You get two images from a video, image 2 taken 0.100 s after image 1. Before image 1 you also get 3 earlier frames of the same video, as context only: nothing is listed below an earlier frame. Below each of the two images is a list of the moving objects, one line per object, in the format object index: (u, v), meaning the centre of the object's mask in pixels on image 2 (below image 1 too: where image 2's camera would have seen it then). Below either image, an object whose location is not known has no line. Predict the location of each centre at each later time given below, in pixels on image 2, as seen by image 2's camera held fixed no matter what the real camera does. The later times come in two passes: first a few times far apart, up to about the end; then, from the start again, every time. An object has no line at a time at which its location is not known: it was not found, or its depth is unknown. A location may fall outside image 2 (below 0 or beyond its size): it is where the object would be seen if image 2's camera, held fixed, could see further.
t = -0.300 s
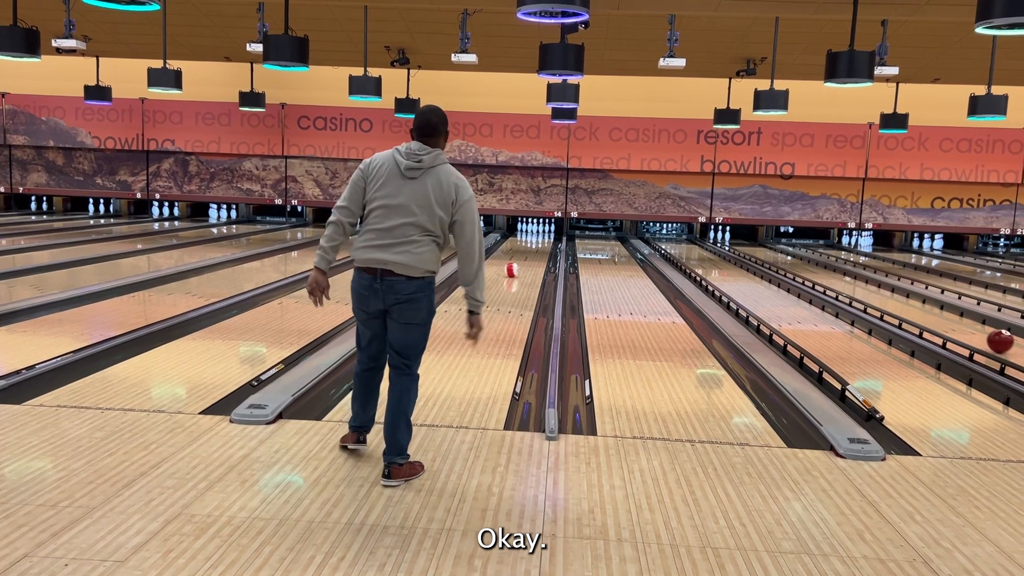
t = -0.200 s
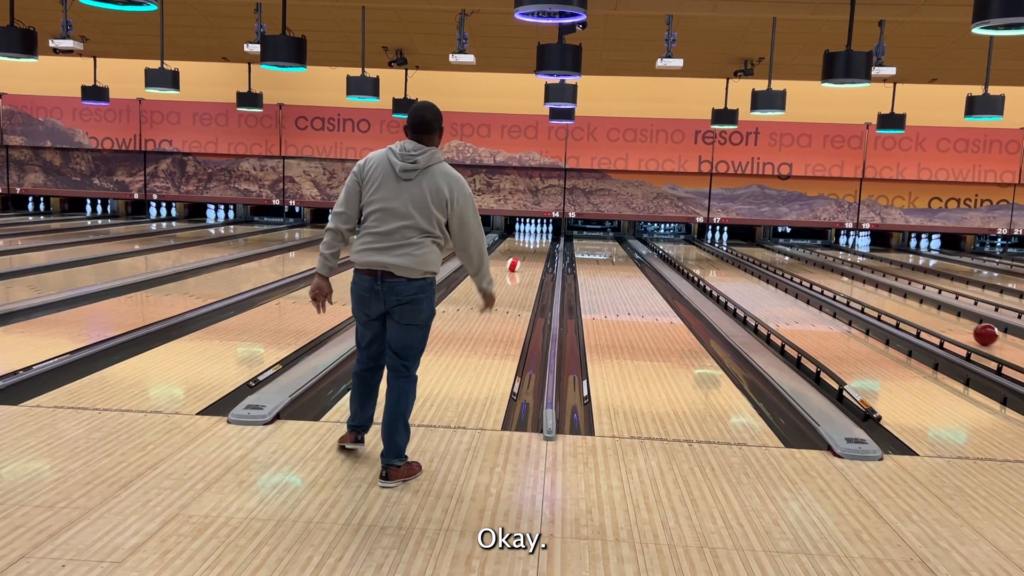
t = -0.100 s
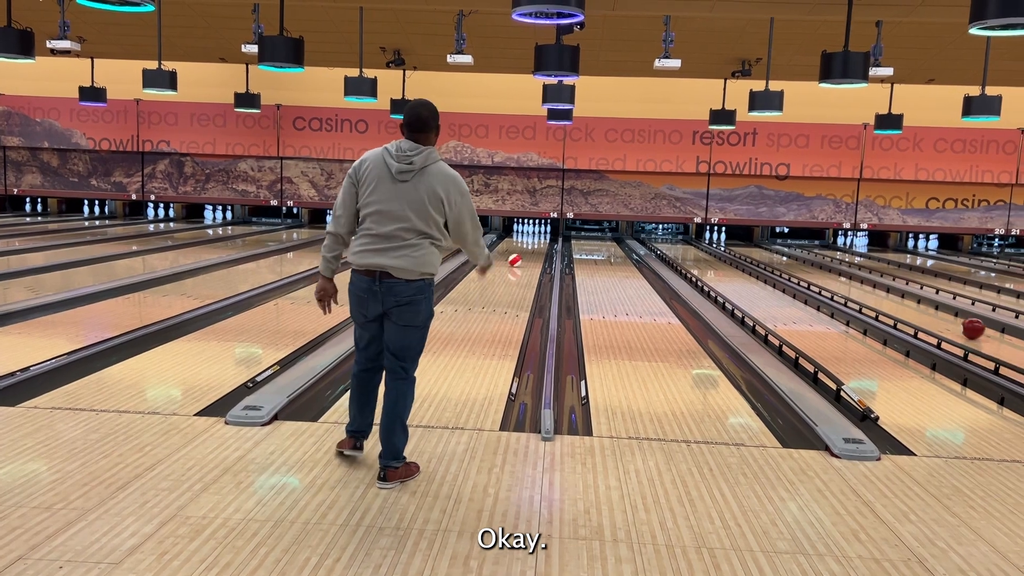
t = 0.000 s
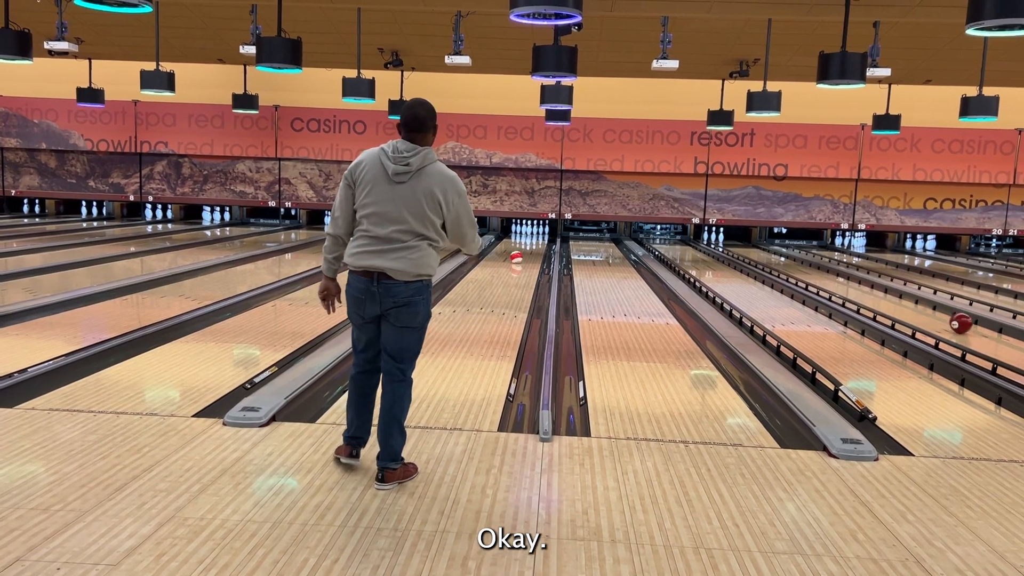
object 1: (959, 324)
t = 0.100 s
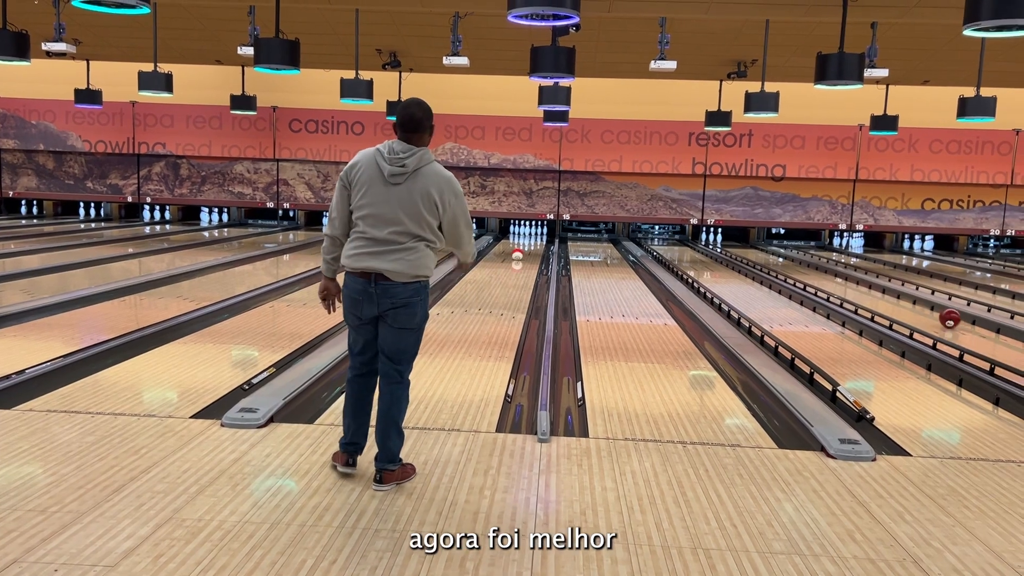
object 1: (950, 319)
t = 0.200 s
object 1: (941, 313)
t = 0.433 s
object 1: (924, 304)
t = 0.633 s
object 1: (908, 297)
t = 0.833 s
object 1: (882, 290)
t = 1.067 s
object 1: (856, 284)
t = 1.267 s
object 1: (838, 279)
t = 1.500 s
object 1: (819, 274)
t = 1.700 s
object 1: (804, 270)
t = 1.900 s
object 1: (790, 267)
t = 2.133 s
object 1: (777, 263)
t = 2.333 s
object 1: (768, 261)
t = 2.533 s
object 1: (761, 258)
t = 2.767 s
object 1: (754, 256)
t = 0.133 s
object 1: (947, 317)
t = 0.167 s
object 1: (944, 315)
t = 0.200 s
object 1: (941, 313)
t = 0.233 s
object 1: (939, 312)
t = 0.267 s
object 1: (936, 310)
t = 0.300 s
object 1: (933, 309)
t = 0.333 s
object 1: (931, 308)
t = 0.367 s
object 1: (929, 306)
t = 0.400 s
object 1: (926, 305)
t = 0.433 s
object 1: (924, 304)
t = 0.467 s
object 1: (922, 303)
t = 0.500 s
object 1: (920, 301)
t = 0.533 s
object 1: (917, 300)
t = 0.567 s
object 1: (915, 299)
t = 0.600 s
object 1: (912, 298)
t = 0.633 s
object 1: (908, 297)
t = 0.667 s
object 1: (903, 296)
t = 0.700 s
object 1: (899, 295)
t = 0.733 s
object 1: (895, 293)
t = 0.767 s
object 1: (890, 292)
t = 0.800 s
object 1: (886, 291)
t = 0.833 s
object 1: (882, 290)
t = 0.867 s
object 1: (878, 289)
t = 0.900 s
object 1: (874, 288)
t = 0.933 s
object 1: (870, 287)
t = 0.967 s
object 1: (867, 287)
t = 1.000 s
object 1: (863, 286)
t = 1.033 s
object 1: (860, 285)
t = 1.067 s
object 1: (856, 284)
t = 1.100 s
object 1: (853, 283)
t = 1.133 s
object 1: (850, 282)
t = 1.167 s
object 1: (846, 281)
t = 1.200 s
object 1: (843, 280)
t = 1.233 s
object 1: (840, 280)
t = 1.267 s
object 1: (838, 279)
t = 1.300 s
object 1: (835, 278)
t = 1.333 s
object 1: (832, 278)
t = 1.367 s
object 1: (829, 277)
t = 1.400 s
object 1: (826, 276)
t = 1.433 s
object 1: (824, 275)
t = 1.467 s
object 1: (821, 274)
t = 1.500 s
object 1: (819, 274)
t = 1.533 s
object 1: (816, 273)
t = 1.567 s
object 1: (813, 272)
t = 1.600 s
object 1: (811, 272)
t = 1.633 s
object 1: (808, 271)
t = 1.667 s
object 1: (806, 270)
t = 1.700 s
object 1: (804, 270)
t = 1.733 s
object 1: (802, 269)
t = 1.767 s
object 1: (799, 269)
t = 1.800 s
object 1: (797, 268)
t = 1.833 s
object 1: (795, 268)
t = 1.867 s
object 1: (793, 267)
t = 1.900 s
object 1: (790, 267)
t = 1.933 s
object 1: (789, 266)
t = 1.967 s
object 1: (787, 266)
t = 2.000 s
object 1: (785, 265)
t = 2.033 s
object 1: (783, 265)
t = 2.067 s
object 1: (781, 264)
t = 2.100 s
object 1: (779, 264)
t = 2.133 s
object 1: (777, 263)
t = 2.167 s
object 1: (776, 263)
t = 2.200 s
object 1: (775, 262)
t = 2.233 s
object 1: (773, 262)
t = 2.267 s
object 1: (771, 262)
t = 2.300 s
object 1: (770, 261)
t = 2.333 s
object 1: (768, 261)
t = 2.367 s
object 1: (767, 260)
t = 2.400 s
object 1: (766, 260)
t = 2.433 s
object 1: (765, 259)
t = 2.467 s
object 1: (763, 259)
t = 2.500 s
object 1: (762, 259)
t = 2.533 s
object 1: (761, 258)
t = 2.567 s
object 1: (760, 258)
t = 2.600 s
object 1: (759, 258)
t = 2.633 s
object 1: (758, 258)
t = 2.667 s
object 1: (757, 257)
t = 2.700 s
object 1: (756, 257)
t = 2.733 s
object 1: (755, 257)
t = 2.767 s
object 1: (754, 256)
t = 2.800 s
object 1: (754, 256)
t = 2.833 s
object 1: (753, 256)
